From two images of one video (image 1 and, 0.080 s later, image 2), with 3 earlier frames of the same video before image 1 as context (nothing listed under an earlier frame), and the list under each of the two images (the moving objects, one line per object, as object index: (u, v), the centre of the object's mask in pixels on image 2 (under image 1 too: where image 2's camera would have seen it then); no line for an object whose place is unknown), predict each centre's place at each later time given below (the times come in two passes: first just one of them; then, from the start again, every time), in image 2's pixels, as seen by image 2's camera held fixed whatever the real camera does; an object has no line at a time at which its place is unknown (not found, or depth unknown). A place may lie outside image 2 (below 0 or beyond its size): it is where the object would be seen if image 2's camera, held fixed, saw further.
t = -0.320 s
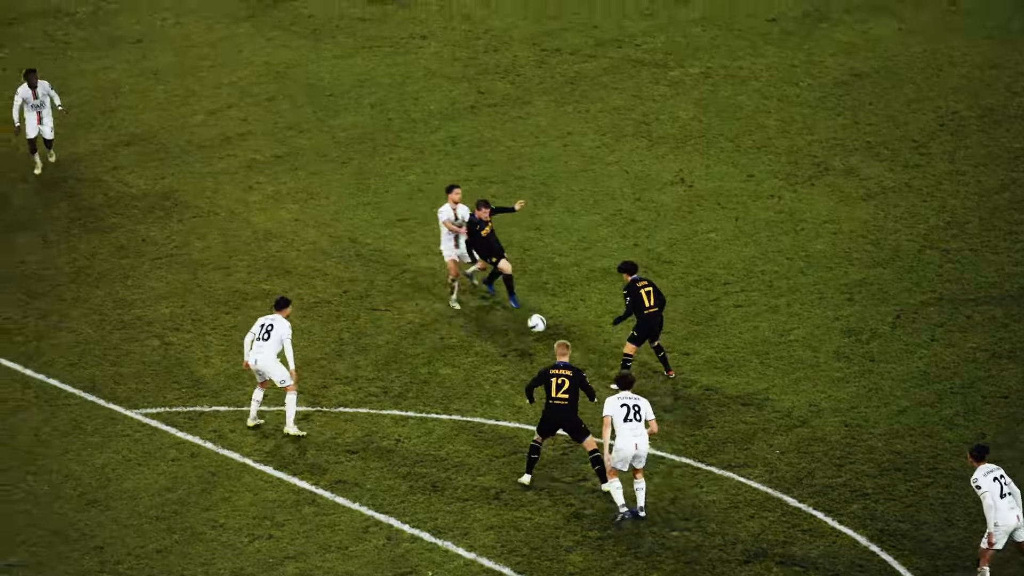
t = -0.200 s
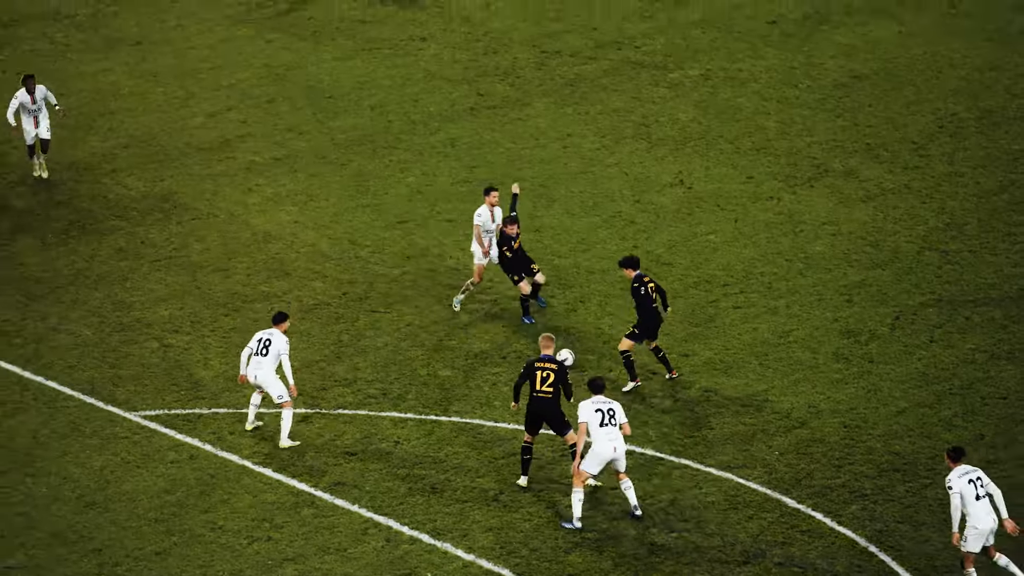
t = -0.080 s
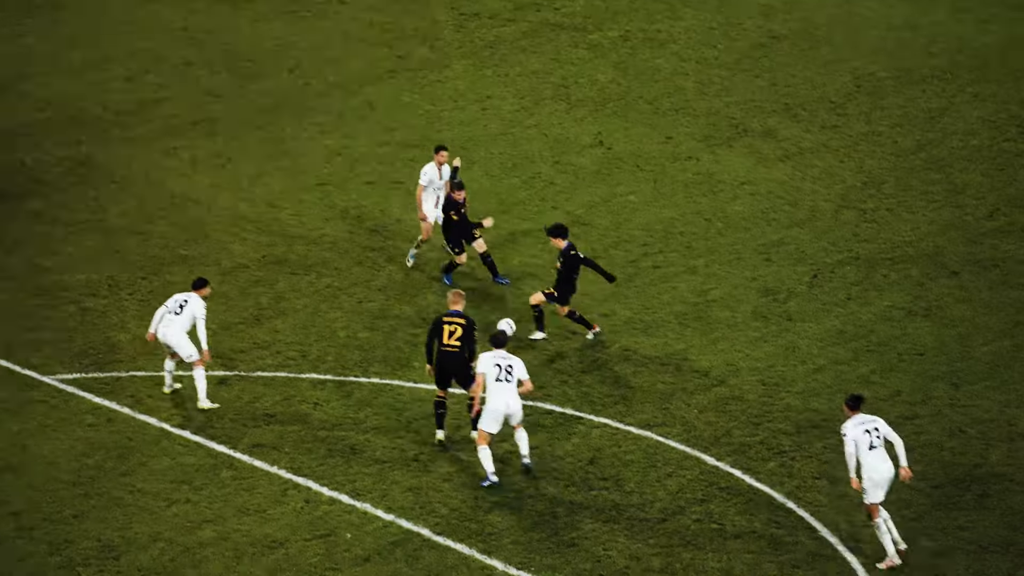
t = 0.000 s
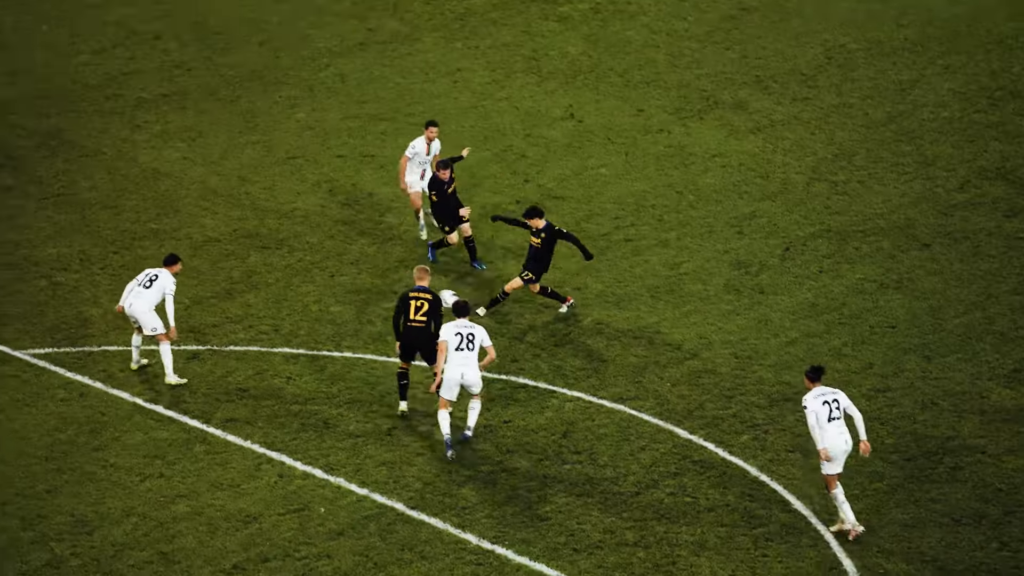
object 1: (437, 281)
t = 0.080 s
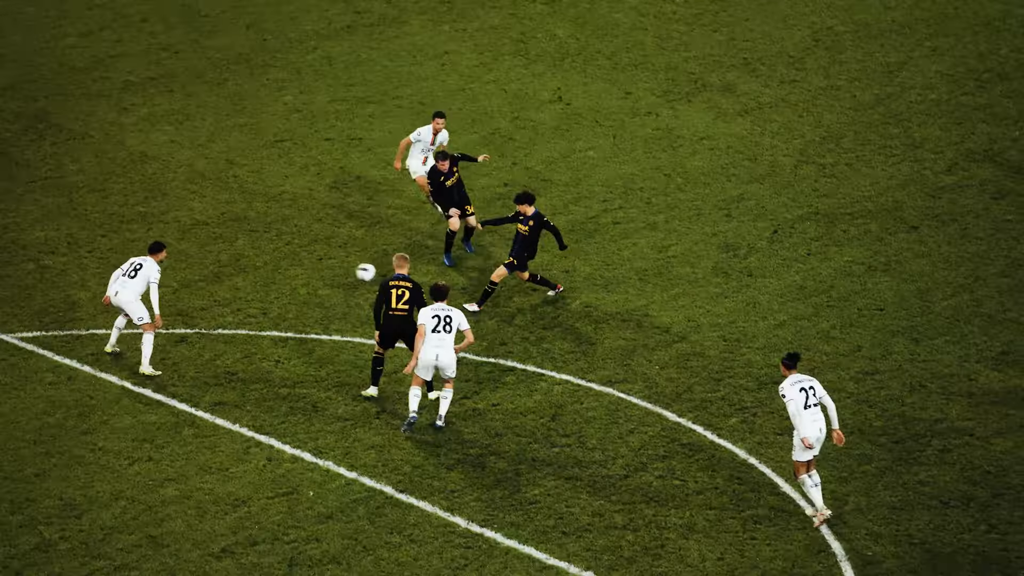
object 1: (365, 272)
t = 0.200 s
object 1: (263, 266)
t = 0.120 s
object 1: (331, 269)
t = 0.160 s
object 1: (297, 267)
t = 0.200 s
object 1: (263, 266)
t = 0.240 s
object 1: (230, 266)
